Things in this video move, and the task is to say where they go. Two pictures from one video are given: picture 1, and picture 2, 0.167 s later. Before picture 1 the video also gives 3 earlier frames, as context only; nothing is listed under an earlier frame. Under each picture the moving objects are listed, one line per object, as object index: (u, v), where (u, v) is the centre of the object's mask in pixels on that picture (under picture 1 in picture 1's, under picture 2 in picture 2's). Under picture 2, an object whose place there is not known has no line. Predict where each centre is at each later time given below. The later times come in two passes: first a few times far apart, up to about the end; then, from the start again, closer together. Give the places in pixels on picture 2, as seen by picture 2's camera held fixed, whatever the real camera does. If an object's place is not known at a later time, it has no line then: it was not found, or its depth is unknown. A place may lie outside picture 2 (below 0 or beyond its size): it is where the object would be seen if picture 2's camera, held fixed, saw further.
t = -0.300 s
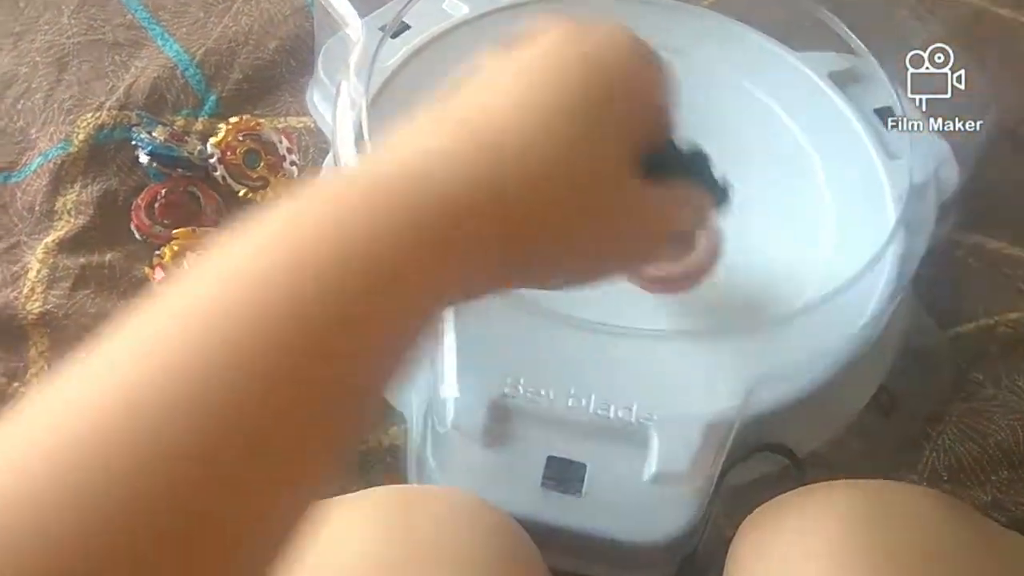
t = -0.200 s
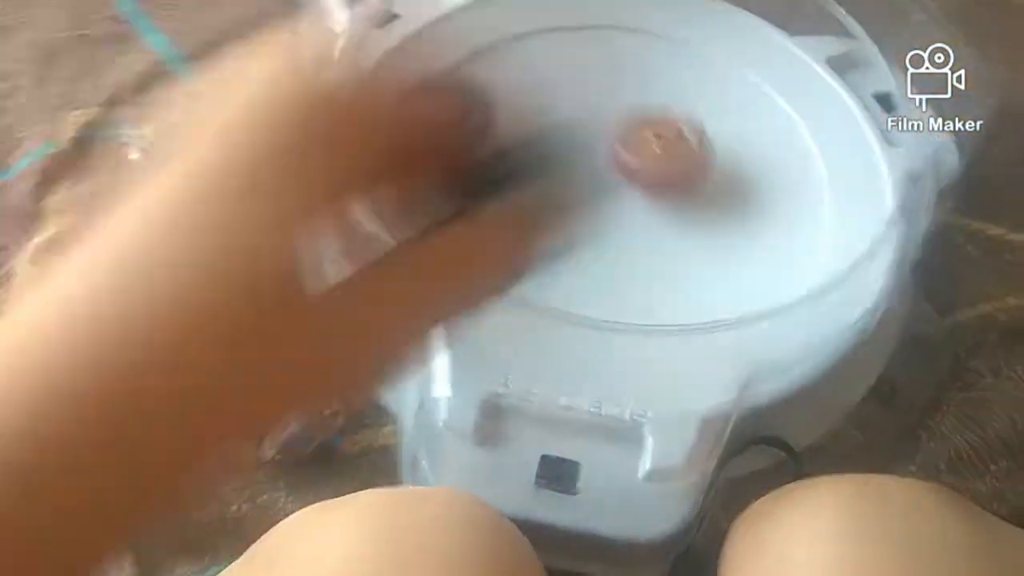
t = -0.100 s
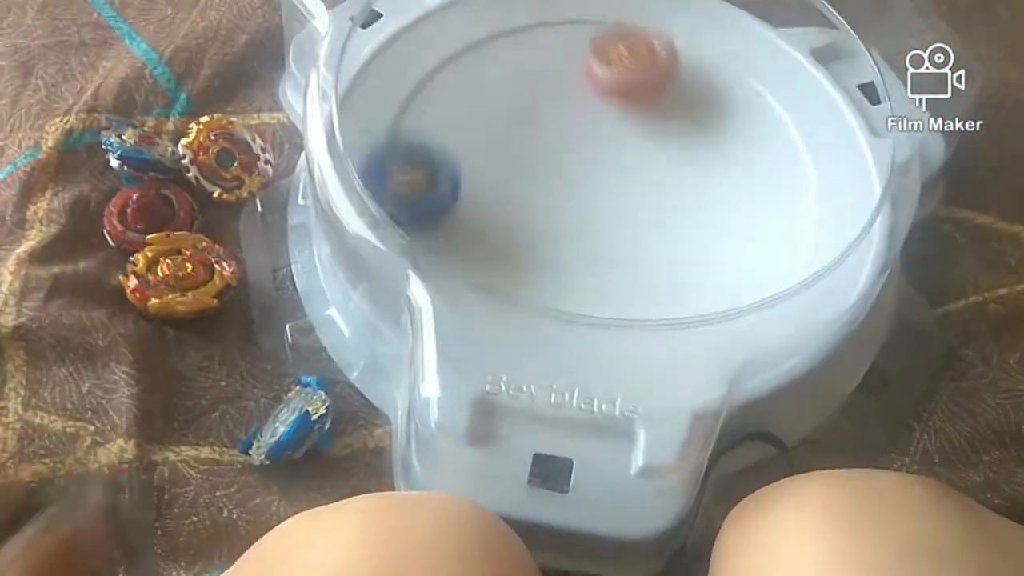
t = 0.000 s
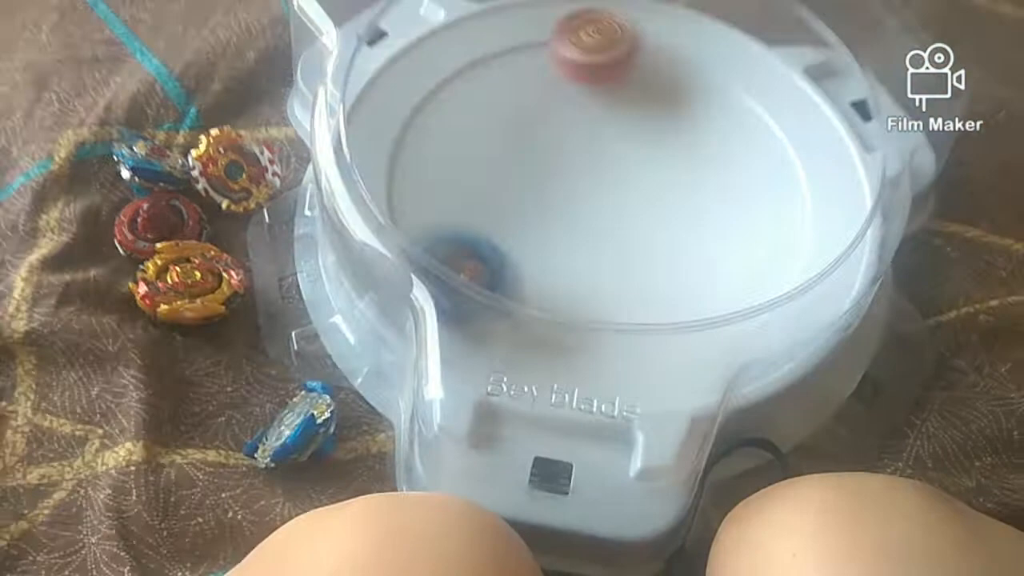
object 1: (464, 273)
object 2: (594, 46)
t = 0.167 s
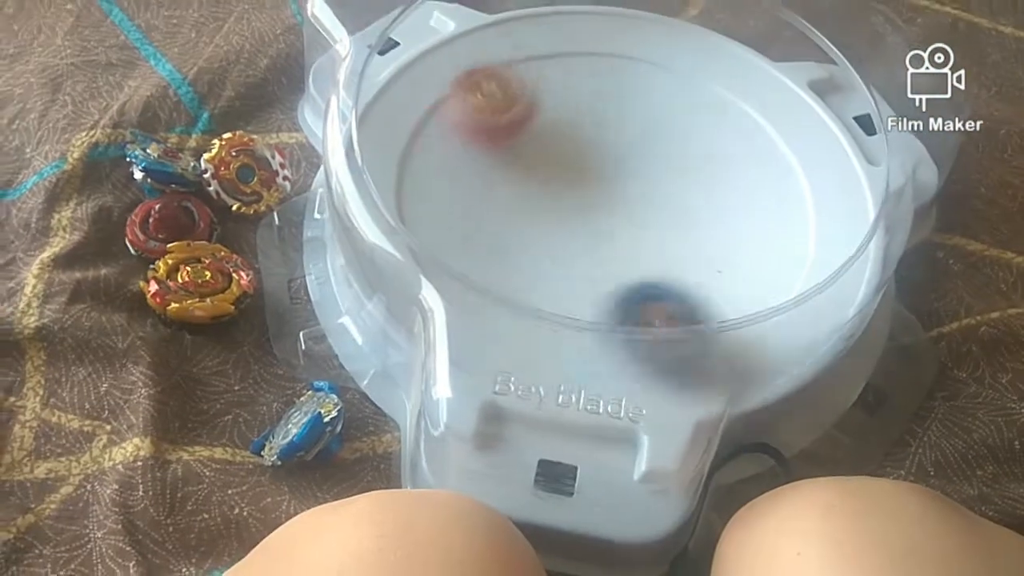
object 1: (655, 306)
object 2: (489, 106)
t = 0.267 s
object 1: (748, 276)
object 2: (444, 194)
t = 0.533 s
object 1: (691, 96)
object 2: (720, 320)
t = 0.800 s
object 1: (481, 108)
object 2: (735, 114)
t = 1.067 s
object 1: (504, 282)
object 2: (466, 119)
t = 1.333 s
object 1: (756, 257)
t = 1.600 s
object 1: (673, 93)
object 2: (775, 201)
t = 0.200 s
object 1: (692, 301)
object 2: (467, 131)
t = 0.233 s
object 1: (722, 291)
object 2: (451, 160)
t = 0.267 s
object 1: (748, 276)
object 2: (444, 194)
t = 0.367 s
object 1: (778, 205)
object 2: (494, 286)
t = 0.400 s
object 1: (771, 178)
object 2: (541, 315)
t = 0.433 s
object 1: (759, 154)
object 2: (580, 327)
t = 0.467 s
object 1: (741, 132)
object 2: (631, 336)
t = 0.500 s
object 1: (717, 111)
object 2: (682, 338)
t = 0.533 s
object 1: (691, 96)
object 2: (720, 320)
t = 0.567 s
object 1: (662, 83)
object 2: (758, 298)
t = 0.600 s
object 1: (633, 74)
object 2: (777, 268)
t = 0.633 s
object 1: (601, 70)
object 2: (798, 246)
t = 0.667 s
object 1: (572, 71)
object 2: (807, 216)
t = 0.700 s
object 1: (546, 76)
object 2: (801, 187)
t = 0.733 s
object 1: (521, 84)
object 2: (786, 159)
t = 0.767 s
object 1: (500, 95)
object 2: (763, 134)
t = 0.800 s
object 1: (481, 108)
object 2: (735, 114)
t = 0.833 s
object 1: (464, 125)
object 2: (702, 96)
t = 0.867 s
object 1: (451, 143)
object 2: (665, 84)
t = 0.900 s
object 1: (443, 163)
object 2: (630, 78)
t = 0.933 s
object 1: (439, 188)
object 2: (595, 76)
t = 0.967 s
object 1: (444, 212)
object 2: (556, 79)
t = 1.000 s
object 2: (526, 88)
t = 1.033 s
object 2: (496, 101)
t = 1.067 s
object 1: (504, 282)
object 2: (466, 119)
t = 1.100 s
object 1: (539, 301)
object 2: (441, 139)
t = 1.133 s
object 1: (572, 311)
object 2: (425, 164)
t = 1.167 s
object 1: (610, 315)
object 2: (420, 191)
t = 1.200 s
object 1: (646, 303)
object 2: (425, 221)
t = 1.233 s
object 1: (679, 298)
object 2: (445, 250)
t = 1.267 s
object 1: (709, 289)
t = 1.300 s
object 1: (738, 276)
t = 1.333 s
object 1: (756, 257)
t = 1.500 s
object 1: (743, 141)
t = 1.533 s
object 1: (723, 121)
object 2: (766, 259)
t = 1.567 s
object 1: (701, 106)
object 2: (775, 229)
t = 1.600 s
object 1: (673, 93)
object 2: (775, 201)
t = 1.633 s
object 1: (644, 84)
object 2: (765, 173)
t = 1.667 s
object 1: (615, 80)
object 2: (749, 147)
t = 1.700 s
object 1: (588, 82)
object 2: (729, 125)
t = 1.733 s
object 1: (562, 85)
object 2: (702, 105)
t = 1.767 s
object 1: (538, 94)
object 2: (670, 89)
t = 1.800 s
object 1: (518, 106)
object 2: (639, 77)
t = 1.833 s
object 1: (501, 121)
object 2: (607, 68)
